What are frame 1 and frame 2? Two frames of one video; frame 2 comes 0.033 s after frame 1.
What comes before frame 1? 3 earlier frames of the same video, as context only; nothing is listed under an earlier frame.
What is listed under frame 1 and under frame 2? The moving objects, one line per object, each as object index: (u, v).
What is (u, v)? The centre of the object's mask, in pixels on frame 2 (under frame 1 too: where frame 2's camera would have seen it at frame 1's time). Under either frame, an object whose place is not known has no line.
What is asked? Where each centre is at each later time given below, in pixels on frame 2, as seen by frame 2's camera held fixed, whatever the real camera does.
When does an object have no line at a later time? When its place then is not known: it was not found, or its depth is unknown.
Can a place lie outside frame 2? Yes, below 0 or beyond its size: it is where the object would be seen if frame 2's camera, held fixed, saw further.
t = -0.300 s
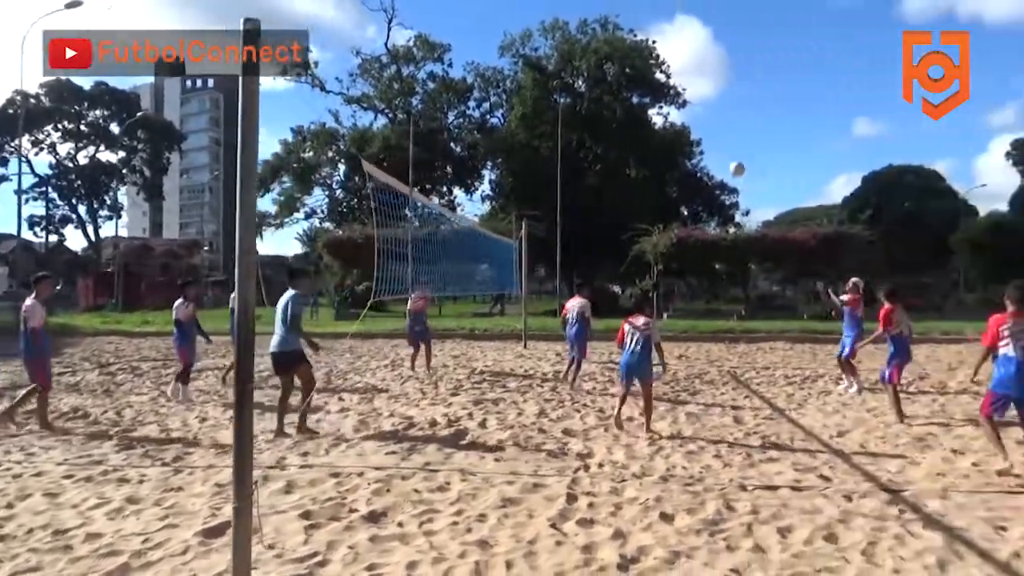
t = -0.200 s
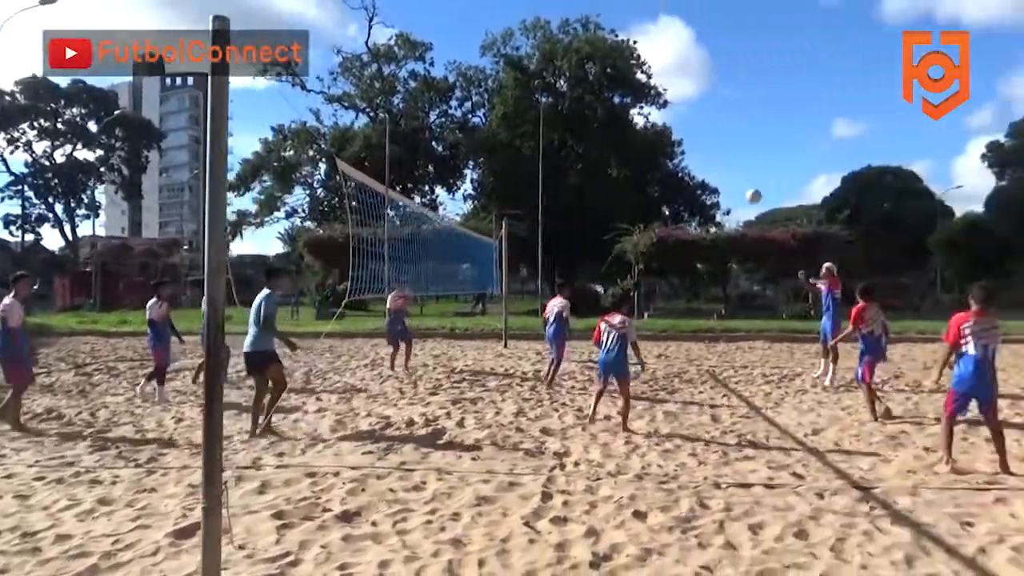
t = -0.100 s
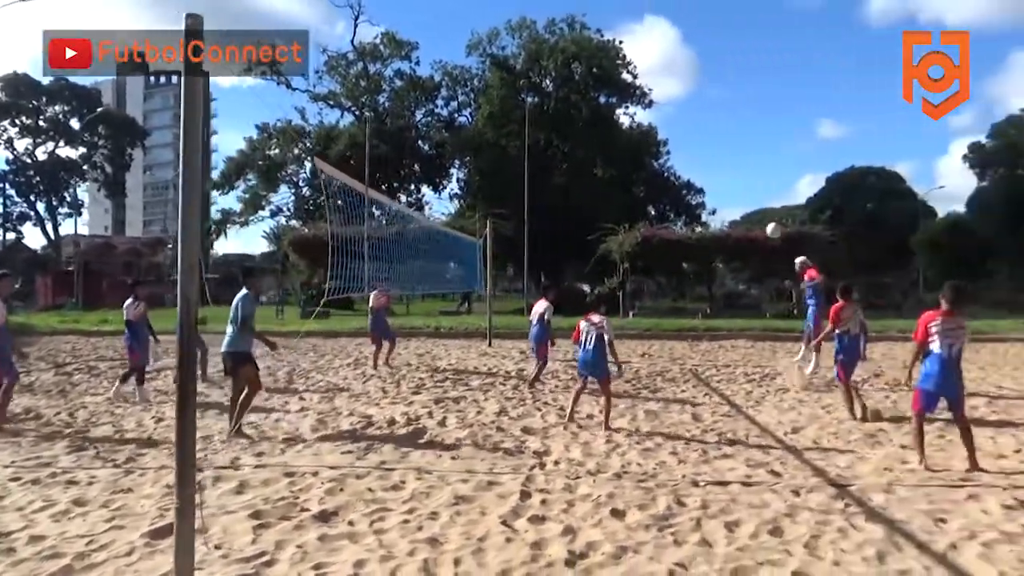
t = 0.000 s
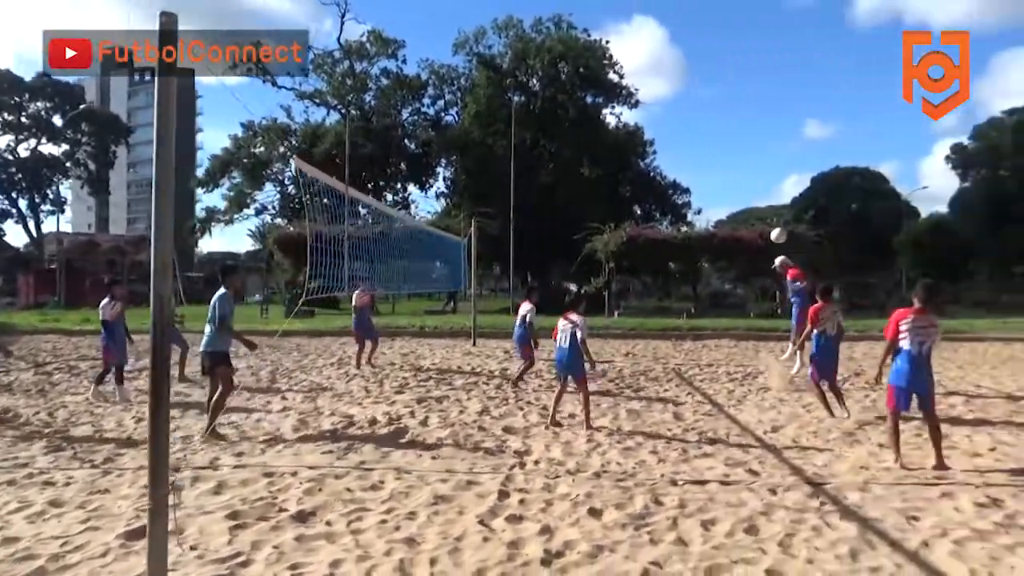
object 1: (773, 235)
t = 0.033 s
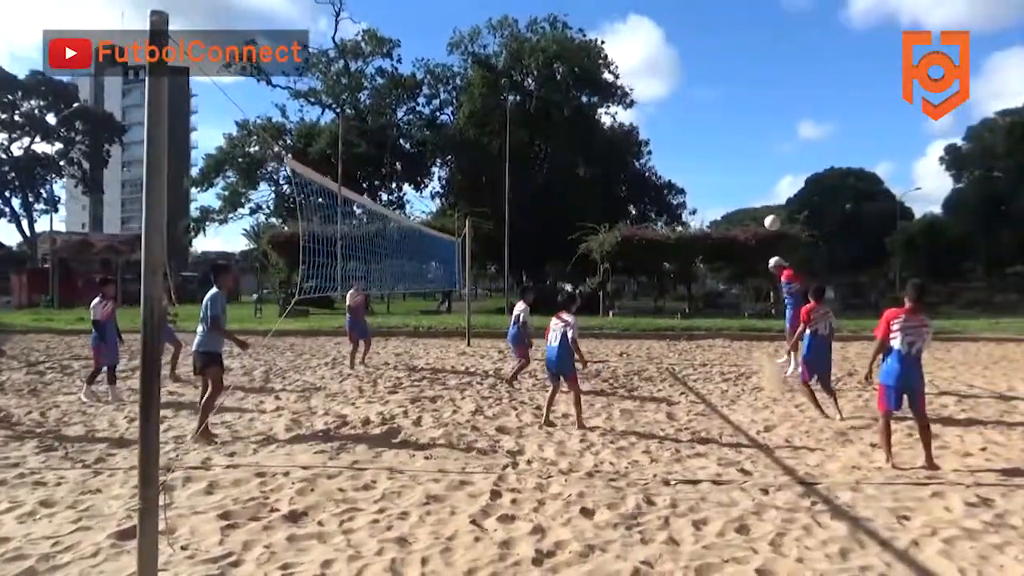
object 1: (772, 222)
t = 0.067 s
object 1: (771, 210)
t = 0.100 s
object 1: (771, 198)
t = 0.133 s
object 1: (769, 185)
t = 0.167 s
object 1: (768, 173)
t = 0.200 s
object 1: (768, 162)
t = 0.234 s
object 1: (768, 152)
